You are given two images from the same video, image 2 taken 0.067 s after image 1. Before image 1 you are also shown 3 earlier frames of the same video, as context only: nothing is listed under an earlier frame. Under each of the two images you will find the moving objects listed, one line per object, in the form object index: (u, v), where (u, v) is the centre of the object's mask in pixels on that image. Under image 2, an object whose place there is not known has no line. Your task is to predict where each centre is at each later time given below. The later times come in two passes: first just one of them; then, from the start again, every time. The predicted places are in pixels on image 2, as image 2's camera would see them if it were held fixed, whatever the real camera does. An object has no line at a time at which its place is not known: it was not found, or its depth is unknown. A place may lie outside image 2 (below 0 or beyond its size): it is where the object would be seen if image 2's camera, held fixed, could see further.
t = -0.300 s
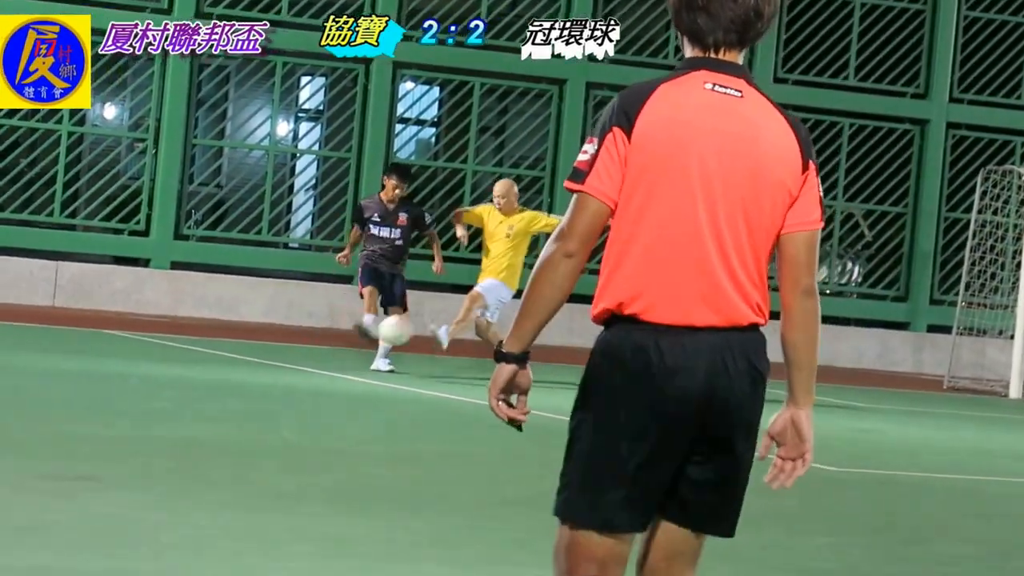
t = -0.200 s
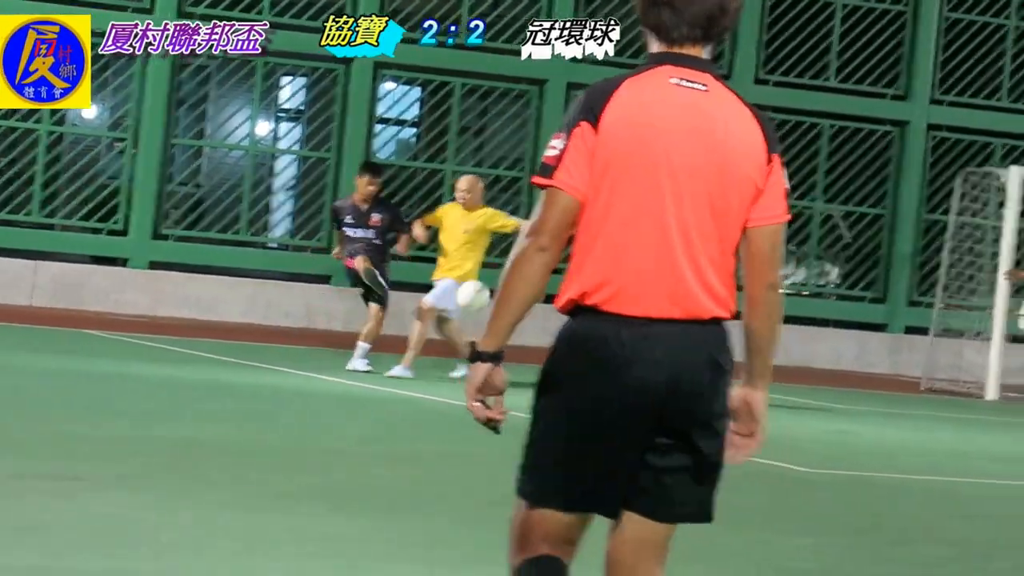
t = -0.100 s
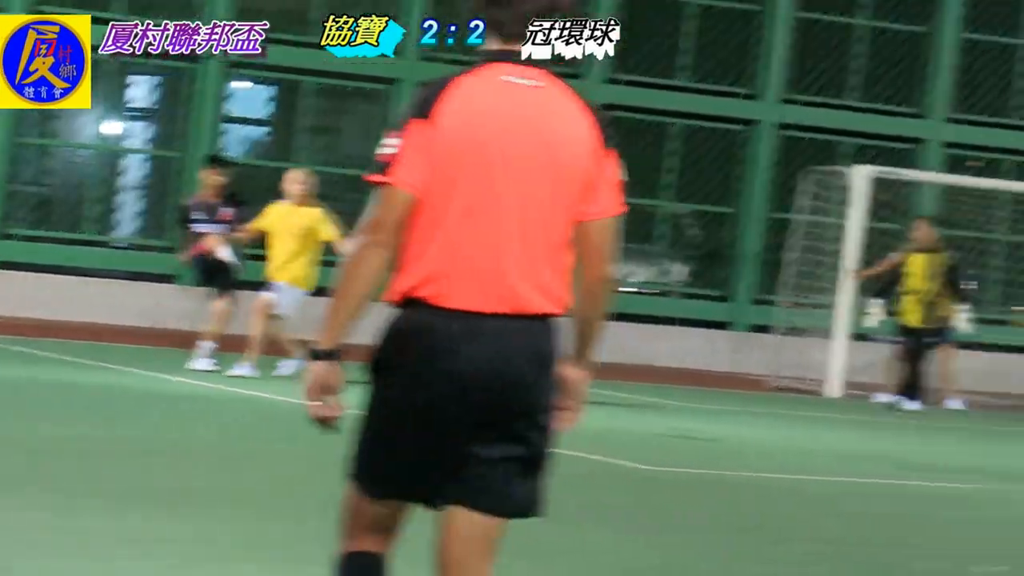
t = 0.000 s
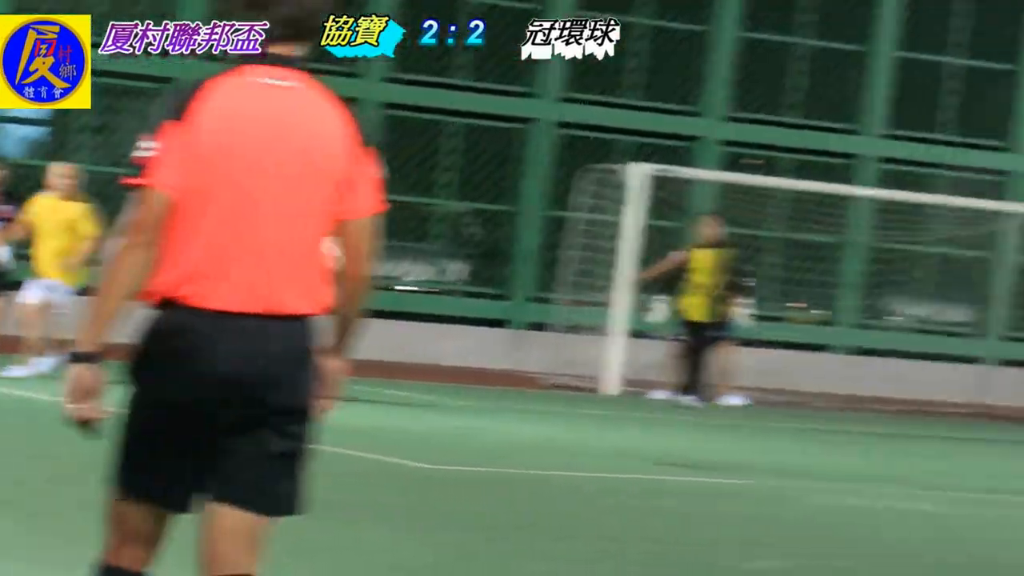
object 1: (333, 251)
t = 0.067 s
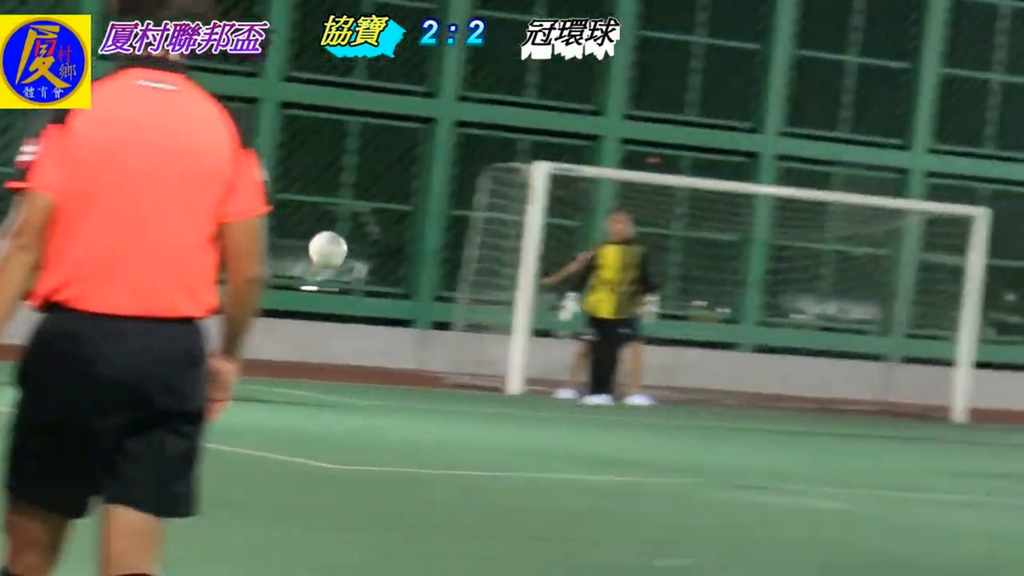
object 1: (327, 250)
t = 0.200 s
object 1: (525, 262)
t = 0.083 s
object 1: (352, 249)
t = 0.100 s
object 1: (373, 250)
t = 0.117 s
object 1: (395, 250)
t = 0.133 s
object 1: (423, 250)
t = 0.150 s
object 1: (448, 252)
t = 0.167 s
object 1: (474, 254)
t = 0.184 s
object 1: (500, 257)
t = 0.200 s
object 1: (525, 262)
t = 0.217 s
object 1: (552, 265)
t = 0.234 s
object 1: (579, 270)
